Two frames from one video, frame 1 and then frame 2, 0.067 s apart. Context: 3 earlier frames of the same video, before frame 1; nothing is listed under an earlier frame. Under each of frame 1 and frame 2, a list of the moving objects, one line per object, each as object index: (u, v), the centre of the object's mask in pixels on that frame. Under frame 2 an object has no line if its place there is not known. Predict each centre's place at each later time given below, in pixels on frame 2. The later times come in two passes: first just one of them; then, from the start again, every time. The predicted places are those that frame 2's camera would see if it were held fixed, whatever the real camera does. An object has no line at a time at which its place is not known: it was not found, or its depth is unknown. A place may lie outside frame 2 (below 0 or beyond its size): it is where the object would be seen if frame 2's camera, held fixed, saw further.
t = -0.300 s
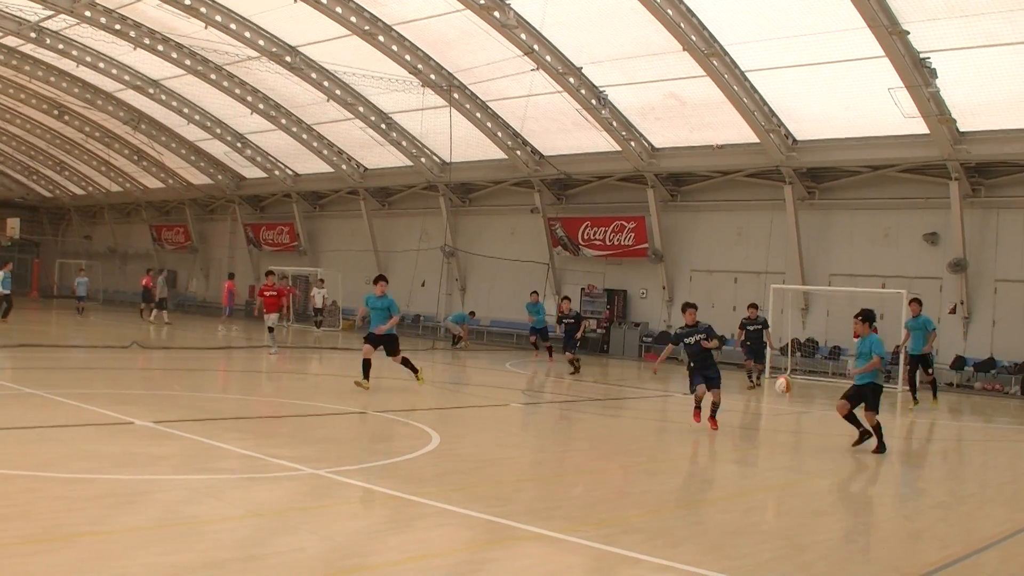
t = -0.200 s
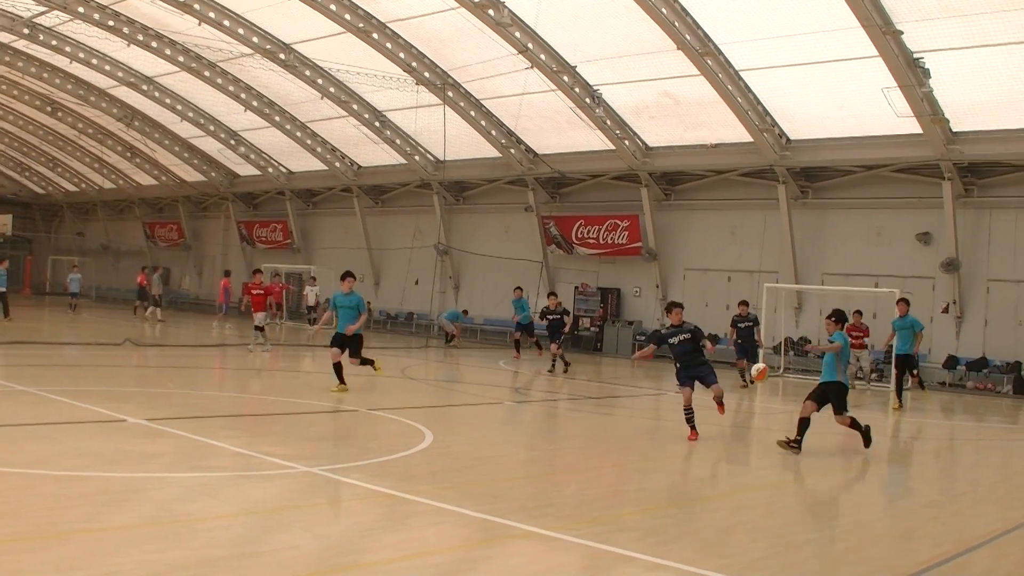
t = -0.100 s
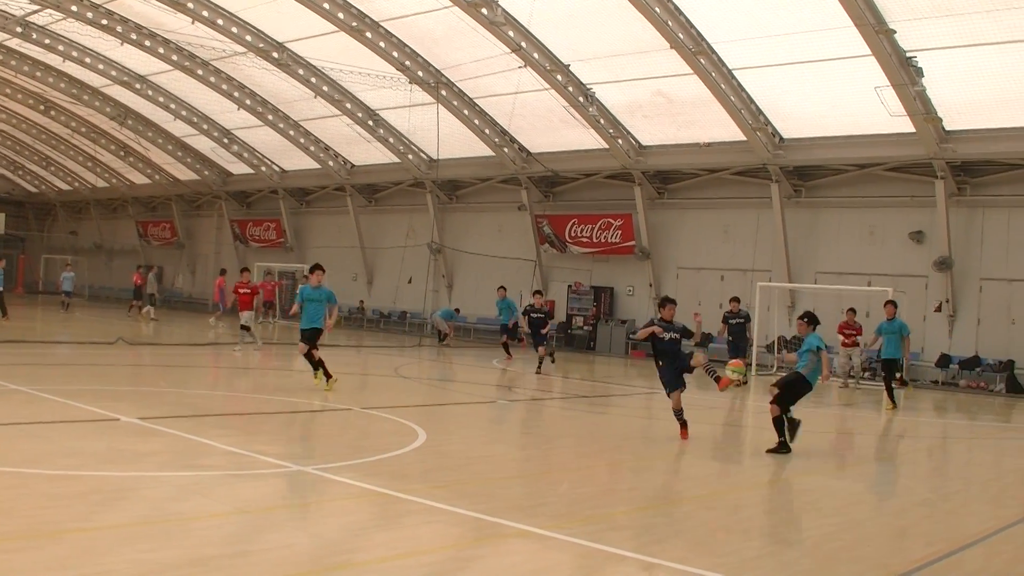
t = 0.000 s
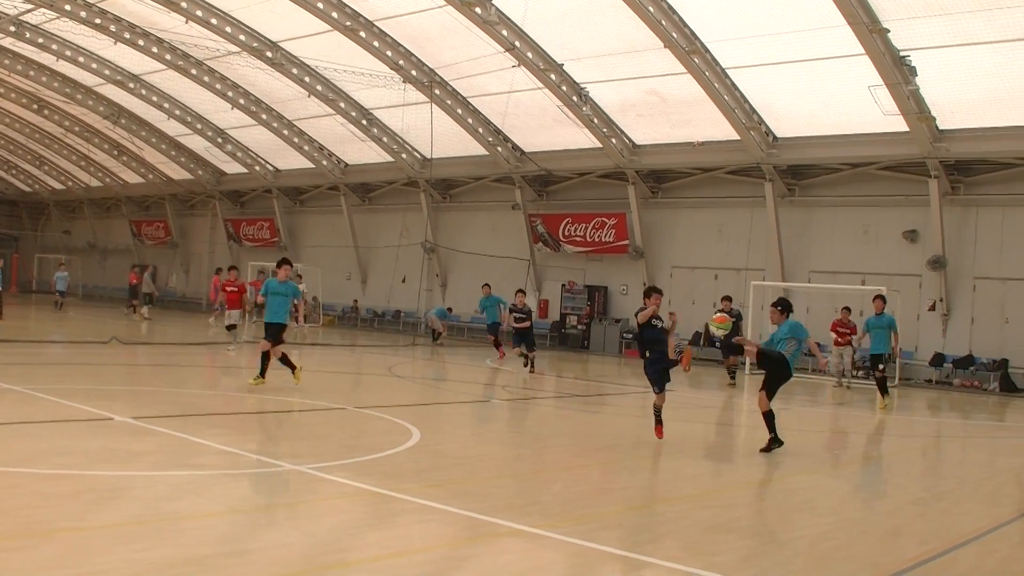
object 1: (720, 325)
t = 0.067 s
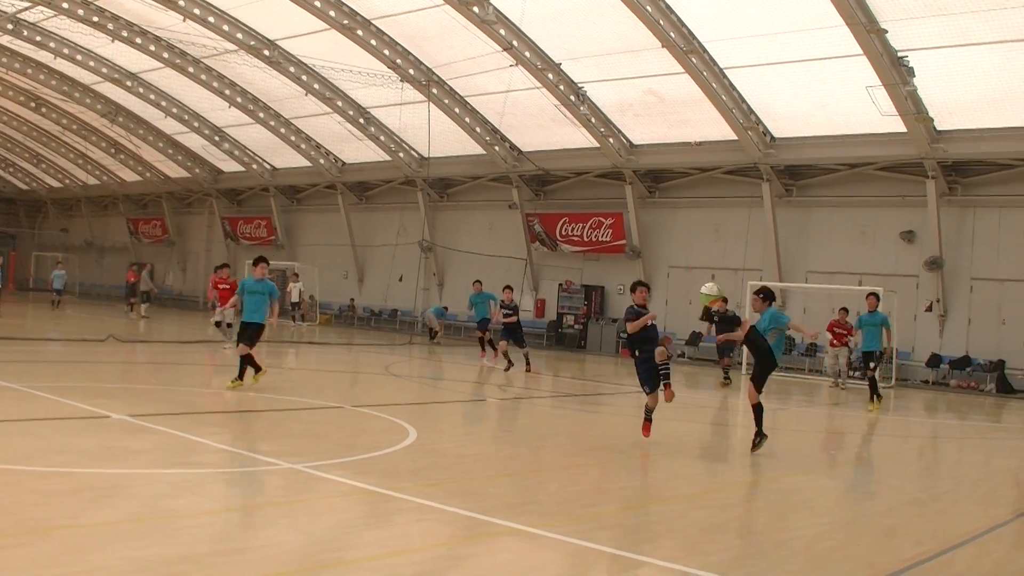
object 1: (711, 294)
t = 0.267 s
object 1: (681, 218)
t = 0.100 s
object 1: (707, 280)
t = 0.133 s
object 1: (703, 267)
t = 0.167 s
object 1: (698, 254)
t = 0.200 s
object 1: (693, 241)
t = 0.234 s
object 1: (687, 230)
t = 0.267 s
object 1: (681, 218)
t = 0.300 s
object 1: (673, 209)
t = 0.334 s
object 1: (666, 200)
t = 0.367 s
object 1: (656, 192)
